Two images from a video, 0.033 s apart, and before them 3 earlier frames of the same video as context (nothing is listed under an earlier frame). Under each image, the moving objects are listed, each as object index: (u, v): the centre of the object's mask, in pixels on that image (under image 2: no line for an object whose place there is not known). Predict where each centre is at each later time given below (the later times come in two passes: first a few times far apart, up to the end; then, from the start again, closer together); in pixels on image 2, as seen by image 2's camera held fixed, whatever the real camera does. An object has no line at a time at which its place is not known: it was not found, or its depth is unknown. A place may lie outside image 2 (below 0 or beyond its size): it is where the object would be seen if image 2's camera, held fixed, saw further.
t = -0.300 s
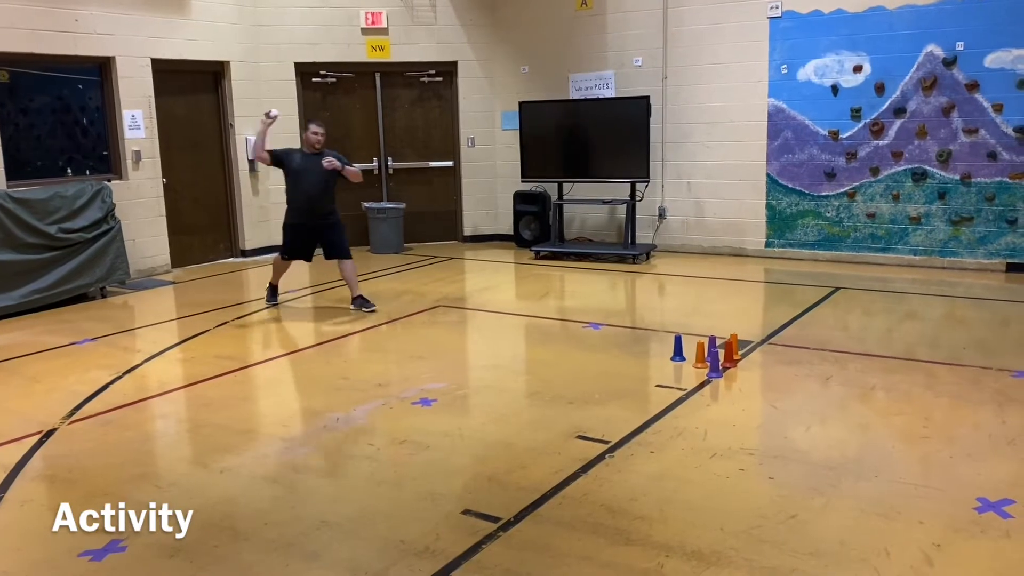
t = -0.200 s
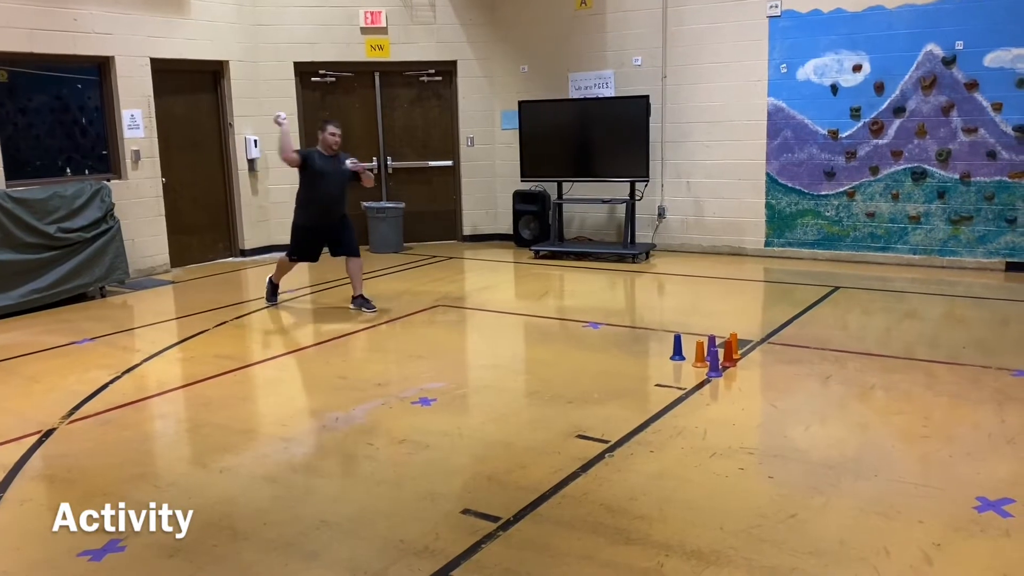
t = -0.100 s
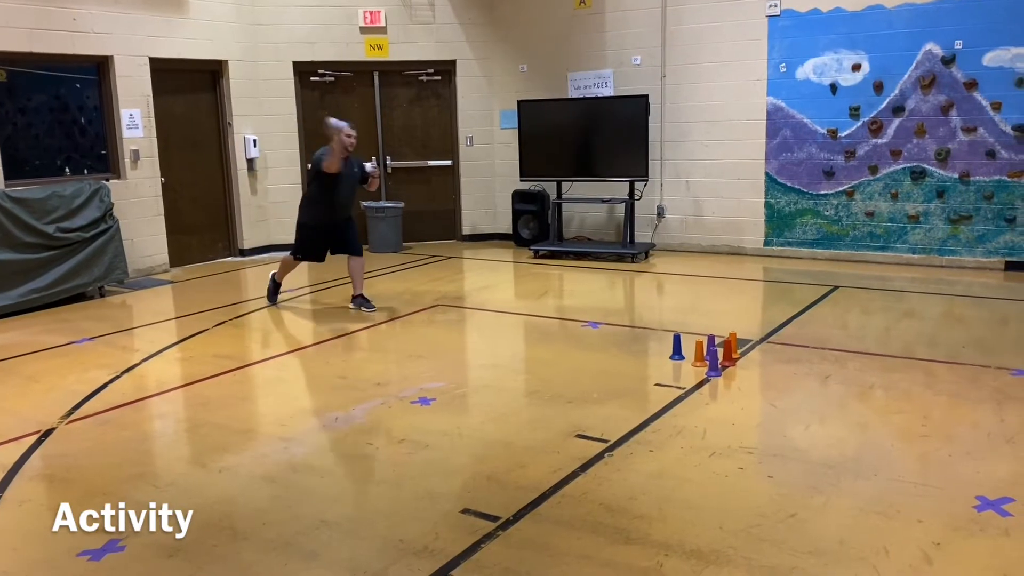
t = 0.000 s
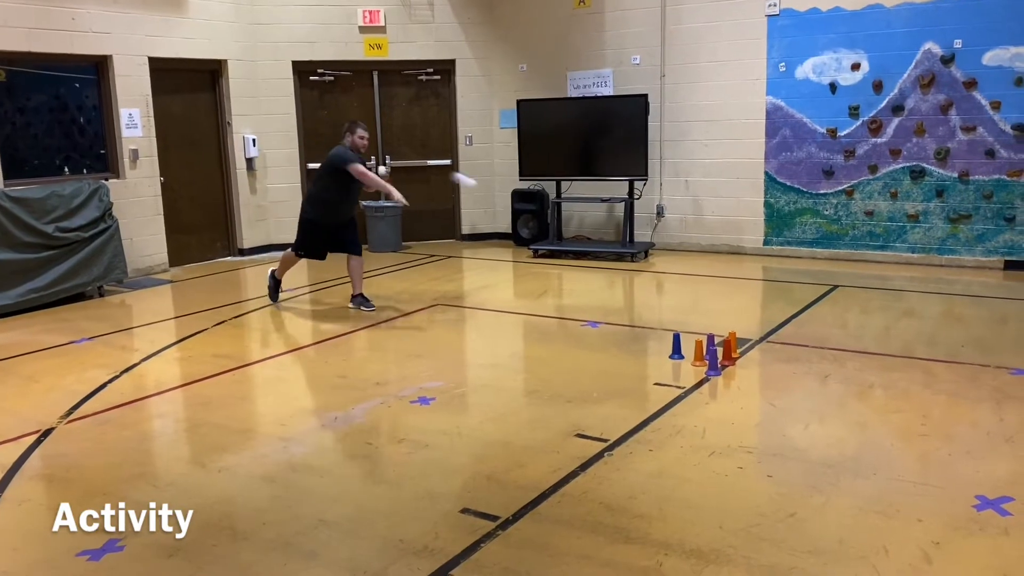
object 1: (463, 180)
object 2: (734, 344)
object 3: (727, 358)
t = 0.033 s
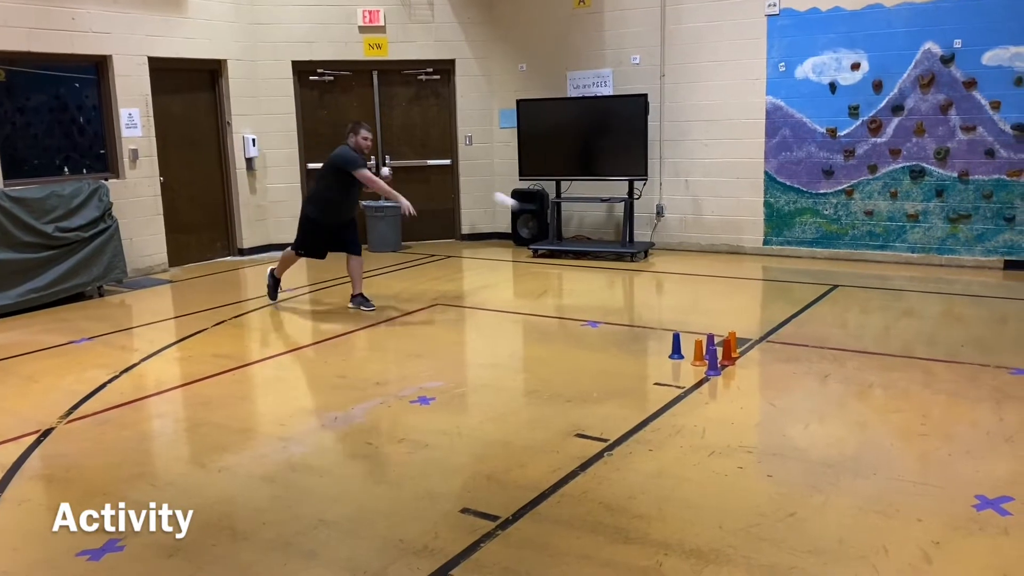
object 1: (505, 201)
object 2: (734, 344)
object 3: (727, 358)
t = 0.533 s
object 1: (744, 343)
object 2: (787, 344)
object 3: (727, 357)
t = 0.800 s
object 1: (765, 337)
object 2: (783, 351)
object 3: (727, 357)
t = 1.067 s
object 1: (780, 334)
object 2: (783, 354)
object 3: (727, 357)
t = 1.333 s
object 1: (788, 331)
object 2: (782, 354)
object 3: (727, 357)
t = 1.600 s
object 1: (794, 328)
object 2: (782, 354)
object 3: (727, 357)
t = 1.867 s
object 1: (799, 328)
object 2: (782, 354)
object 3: (727, 357)
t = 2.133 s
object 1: (800, 326)
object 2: (782, 354)
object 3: (727, 357)
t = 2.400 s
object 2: (782, 354)
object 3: (727, 357)
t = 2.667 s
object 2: (782, 354)
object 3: (727, 357)
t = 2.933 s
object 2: (782, 354)
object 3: (727, 357)
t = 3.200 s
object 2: (782, 354)
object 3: (727, 357)
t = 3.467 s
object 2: (782, 354)
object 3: (739, 357)
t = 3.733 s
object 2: (782, 354)
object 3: (754, 364)
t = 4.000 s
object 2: (782, 355)
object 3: (752, 367)
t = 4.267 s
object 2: (782, 354)
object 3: (752, 369)
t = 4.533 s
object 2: (782, 354)
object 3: (755, 371)
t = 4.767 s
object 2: (782, 354)
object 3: (758, 373)
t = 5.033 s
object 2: (782, 355)
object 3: (762, 374)
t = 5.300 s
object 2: (782, 355)
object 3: (766, 375)
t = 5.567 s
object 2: (781, 355)
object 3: (770, 376)
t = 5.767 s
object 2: (781, 355)
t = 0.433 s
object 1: (736, 347)
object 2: (778, 341)
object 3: (727, 357)
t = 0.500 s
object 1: (741, 345)
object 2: (790, 349)
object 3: (727, 357)
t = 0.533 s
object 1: (744, 343)
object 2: (787, 344)
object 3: (727, 357)
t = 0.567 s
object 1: (747, 342)
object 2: (783, 342)
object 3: (727, 357)
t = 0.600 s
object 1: (750, 342)
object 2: (781, 342)
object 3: (727, 357)
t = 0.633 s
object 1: (753, 341)
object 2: (779, 343)
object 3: (727, 357)
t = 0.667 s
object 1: (755, 340)
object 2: (778, 345)
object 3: (727, 357)
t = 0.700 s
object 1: (758, 340)
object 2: (778, 344)
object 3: (727, 357)
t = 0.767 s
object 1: (763, 338)
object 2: (781, 345)
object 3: (727, 357)
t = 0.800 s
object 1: (765, 337)
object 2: (783, 351)
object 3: (727, 357)
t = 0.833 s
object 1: (767, 337)
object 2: (784, 353)
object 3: (727, 357)
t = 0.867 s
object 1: (769, 337)
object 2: (784, 352)
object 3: (727, 357)
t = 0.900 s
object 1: (771, 337)
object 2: (784, 352)
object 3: (727, 357)
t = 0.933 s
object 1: (773, 336)
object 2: (783, 352)
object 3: (727, 357)
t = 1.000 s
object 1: (776, 334)
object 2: (783, 353)
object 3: (727, 357)
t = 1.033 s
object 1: (778, 334)
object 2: (783, 353)
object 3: (727, 357)
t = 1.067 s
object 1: (780, 334)
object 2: (783, 354)
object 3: (727, 357)
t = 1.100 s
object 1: (781, 334)
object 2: (783, 353)
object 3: (727, 357)
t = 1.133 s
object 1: (782, 333)
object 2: (783, 354)
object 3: (727, 357)
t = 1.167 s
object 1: (784, 332)
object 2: (783, 354)
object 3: (727, 357)
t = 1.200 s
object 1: (785, 332)
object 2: (783, 354)
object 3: (727, 357)
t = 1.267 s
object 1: (787, 331)
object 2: (783, 354)
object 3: (727, 357)
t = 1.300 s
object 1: (788, 331)
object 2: (782, 354)
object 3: (727, 357)
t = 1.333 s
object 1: (788, 331)
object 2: (782, 354)
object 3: (727, 357)
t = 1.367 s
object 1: (790, 331)
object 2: (782, 354)
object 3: (727, 357)
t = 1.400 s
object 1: (790, 330)
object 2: (782, 354)
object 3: (727, 357)
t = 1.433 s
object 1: (791, 330)
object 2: (782, 354)
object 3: (727, 357)
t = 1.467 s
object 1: (792, 329)
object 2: (782, 354)
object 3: (727, 357)
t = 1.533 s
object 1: (793, 329)
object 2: (782, 354)
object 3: (727, 357)
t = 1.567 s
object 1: (794, 328)
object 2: (782, 354)
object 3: (727, 357)
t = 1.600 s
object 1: (794, 328)
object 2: (782, 354)
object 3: (727, 357)
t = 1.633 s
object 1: (795, 329)
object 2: (782, 354)
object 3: (727, 357)
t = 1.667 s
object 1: (795, 328)
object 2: (782, 354)
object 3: (727, 357)
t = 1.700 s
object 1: (796, 328)
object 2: (782, 354)
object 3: (727, 357)
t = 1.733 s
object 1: (797, 329)
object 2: (782, 354)
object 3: (727, 357)
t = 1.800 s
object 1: (798, 328)
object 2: (782, 354)
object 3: (727, 357)
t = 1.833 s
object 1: (798, 328)
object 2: (782, 354)
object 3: (727, 357)
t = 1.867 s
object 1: (799, 328)
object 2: (782, 354)
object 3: (727, 357)
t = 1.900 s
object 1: (800, 327)
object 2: (782, 354)
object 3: (727, 357)
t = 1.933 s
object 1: (800, 327)
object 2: (782, 354)
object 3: (727, 357)
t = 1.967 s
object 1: (800, 327)
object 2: (782, 354)
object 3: (727, 357)
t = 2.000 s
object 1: (801, 327)
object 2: (782, 354)
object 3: (727, 357)
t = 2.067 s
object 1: (801, 327)
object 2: (782, 354)
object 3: (727, 357)
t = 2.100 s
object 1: (801, 327)
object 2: (782, 354)
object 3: (727, 357)
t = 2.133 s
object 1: (800, 326)
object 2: (782, 354)
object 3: (727, 357)
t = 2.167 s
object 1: (800, 326)
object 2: (782, 354)
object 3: (727, 357)
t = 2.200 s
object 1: (800, 326)
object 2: (782, 354)
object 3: (727, 357)
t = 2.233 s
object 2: (782, 354)
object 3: (727, 357)
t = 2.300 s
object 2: (782, 354)
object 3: (727, 357)
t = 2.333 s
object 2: (782, 354)
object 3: (727, 357)
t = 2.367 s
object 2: (782, 354)
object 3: (727, 357)
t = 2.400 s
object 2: (782, 354)
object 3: (727, 357)
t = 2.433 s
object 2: (782, 354)
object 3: (727, 357)
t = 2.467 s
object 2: (782, 354)
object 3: (727, 357)
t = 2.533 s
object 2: (782, 354)
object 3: (727, 357)
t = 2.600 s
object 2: (782, 354)
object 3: (727, 357)
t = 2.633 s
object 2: (782, 354)
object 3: (727, 357)
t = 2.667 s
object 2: (782, 354)
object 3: (727, 357)
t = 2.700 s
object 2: (782, 354)
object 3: (727, 357)
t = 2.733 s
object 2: (782, 354)
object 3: (727, 357)
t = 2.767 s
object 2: (782, 354)
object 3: (727, 357)
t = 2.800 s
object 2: (782, 354)
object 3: (727, 357)
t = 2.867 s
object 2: (782, 354)
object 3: (727, 357)
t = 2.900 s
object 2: (782, 354)
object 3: (727, 357)
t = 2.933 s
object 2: (782, 354)
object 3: (727, 357)
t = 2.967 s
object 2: (782, 354)
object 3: (727, 357)
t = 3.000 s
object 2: (782, 354)
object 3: (727, 357)
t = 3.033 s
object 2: (782, 354)
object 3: (727, 357)
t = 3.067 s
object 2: (782, 354)
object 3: (727, 357)
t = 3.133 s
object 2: (782, 354)
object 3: (727, 357)
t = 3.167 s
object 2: (782, 354)
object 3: (727, 357)
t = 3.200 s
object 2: (782, 354)
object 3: (727, 357)
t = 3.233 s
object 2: (782, 354)
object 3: (727, 357)
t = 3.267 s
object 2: (782, 354)
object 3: (727, 357)
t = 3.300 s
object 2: (782, 354)
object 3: (727, 357)
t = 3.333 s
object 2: (782, 354)
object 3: (730, 357)
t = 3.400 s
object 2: (782, 354)
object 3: (737, 358)
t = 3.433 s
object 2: (782, 354)
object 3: (737, 358)
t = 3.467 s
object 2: (782, 354)
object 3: (739, 357)
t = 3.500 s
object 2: (782, 354)
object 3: (741, 356)
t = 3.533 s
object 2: (782, 354)
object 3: (742, 355)
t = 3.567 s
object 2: (782, 354)
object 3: (744, 356)
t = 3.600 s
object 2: (782, 354)
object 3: (745, 356)
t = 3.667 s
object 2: (782, 354)
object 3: (748, 358)
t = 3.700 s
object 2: (782, 354)
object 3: (750, 360)
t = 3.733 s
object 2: (782, 354)
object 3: (754, 364)
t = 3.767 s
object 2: (782, 354)
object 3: (754, 365)
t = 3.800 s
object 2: (782, 354)
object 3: (754, 365)
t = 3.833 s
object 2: (782, 354)
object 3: (753, 365)
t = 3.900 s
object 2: (782, 354)
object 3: (753, 366)
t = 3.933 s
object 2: (782, 354)
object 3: (752, 366)
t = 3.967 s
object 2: (782, 354)
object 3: (752, 367)
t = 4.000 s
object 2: (782, 355)
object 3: (752, 367)
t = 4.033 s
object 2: (782, 355)
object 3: (752, 367)
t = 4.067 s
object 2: (782, 354)
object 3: (752, 367)
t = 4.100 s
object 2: (782, 355)
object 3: (752, 368)
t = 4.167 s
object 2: (782, 355)
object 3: (752, 368)
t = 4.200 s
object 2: (782, 354)
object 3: (752, 368)
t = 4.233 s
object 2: (782, 354)
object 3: (752, 368)
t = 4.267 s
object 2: (782, 354)
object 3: (752, 369)
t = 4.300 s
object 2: (782, 355)
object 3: (752, 369)
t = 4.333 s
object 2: (782, 354)
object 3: (753, 369)
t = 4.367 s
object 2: (782, 354)
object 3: (753, 370)
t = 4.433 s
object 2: (782, 354)
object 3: (754, 370)
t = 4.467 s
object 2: (782, 354)
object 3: (754, 371)
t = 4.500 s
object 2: (782, 354)
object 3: (755, 371)
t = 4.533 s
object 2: (782, 354)
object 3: (755, 371)
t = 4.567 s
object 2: (782, 354)
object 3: (756, 371)
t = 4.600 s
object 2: (782, 354)
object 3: (756, 371)
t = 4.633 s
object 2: (782, 354)
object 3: (756, 372)
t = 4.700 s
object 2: (782, 354)
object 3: (757, 372)
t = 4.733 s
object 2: (782, 354)
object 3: (758, 372)
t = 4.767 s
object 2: (782, 354)
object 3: (758, 373)
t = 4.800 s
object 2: (782, 354)
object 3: (759, 373)
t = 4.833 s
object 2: (782, 354)
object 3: (759, 373)
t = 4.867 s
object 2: (782, 354)
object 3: (760, 373)
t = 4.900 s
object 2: (782, 354)
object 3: (760, 373)
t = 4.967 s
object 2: (782, 355)
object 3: (761, 374)
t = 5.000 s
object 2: (782, 354)
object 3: (762, 374)
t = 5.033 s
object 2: (782, 355)
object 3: (762, 374)
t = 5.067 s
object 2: (782, 354)
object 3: (763, 374)
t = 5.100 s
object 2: (782, 355)
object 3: (763, 374)
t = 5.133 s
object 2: (782, 355)
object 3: (763, 374)
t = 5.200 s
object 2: (782, 354)
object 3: (764, 375)
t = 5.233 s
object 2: (782, 354)
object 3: (765, 375)
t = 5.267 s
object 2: (782, 354)
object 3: (765, 375)
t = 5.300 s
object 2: (782, 355)
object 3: (766, 375)
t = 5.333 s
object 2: (781, 355)
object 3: (766, 375)
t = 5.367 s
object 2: (781, 355)
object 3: (767, 375)
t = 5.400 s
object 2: (781, 355)
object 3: (767, 376)
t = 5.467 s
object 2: (781, 355)
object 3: (768, 376)
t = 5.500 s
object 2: (781, 355)
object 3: (769, 376)
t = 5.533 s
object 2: (781, 355)
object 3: (769, 376)
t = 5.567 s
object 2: (781, 355)
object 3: (770, 376)
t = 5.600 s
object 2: (781, 355)
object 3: (770, 376)
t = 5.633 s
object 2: (781, 355)
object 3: (771, 376)
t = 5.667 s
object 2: (781, 355)
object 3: (771, 377)
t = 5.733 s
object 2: (781, 355)
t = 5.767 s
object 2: (781, 355)
